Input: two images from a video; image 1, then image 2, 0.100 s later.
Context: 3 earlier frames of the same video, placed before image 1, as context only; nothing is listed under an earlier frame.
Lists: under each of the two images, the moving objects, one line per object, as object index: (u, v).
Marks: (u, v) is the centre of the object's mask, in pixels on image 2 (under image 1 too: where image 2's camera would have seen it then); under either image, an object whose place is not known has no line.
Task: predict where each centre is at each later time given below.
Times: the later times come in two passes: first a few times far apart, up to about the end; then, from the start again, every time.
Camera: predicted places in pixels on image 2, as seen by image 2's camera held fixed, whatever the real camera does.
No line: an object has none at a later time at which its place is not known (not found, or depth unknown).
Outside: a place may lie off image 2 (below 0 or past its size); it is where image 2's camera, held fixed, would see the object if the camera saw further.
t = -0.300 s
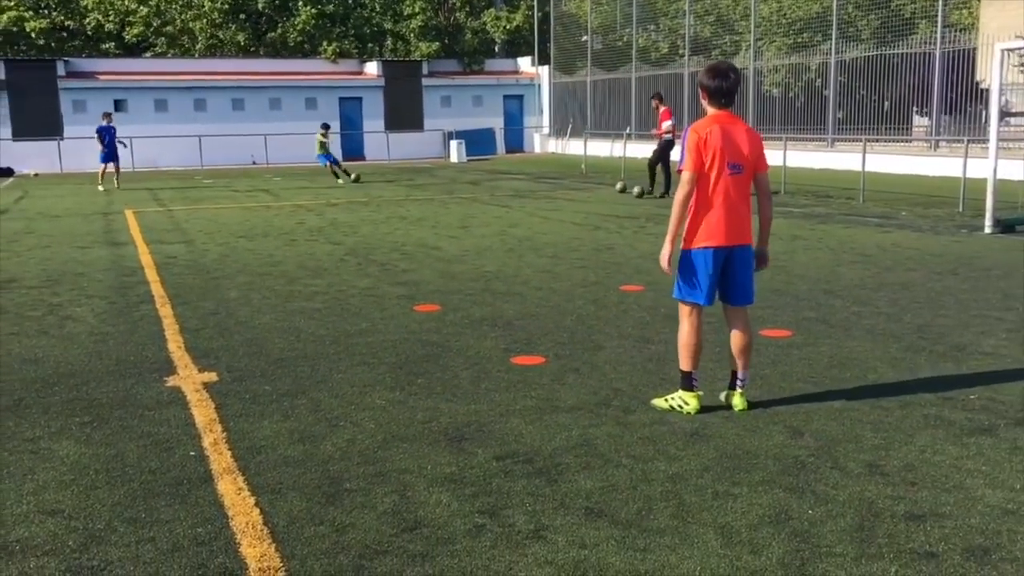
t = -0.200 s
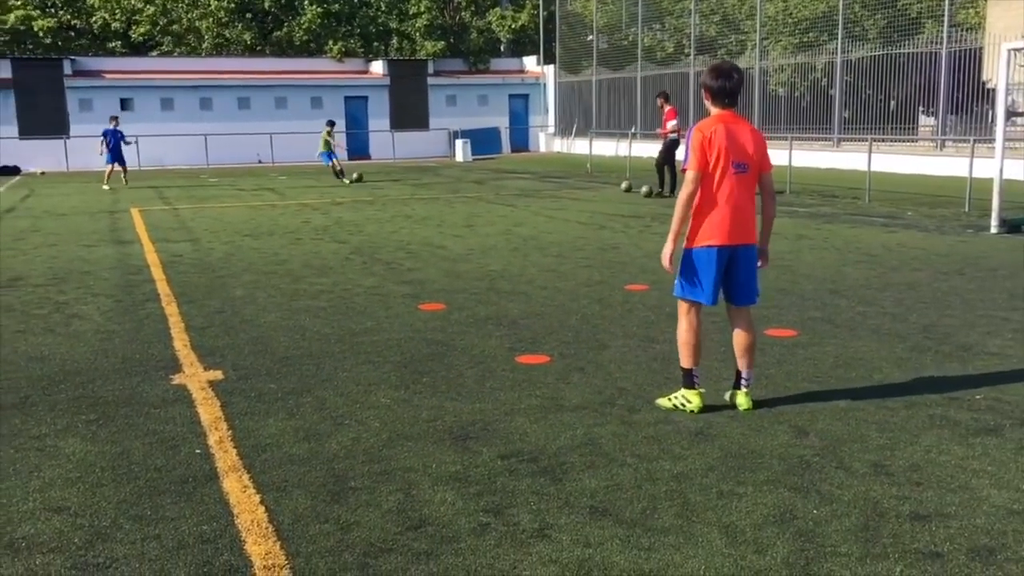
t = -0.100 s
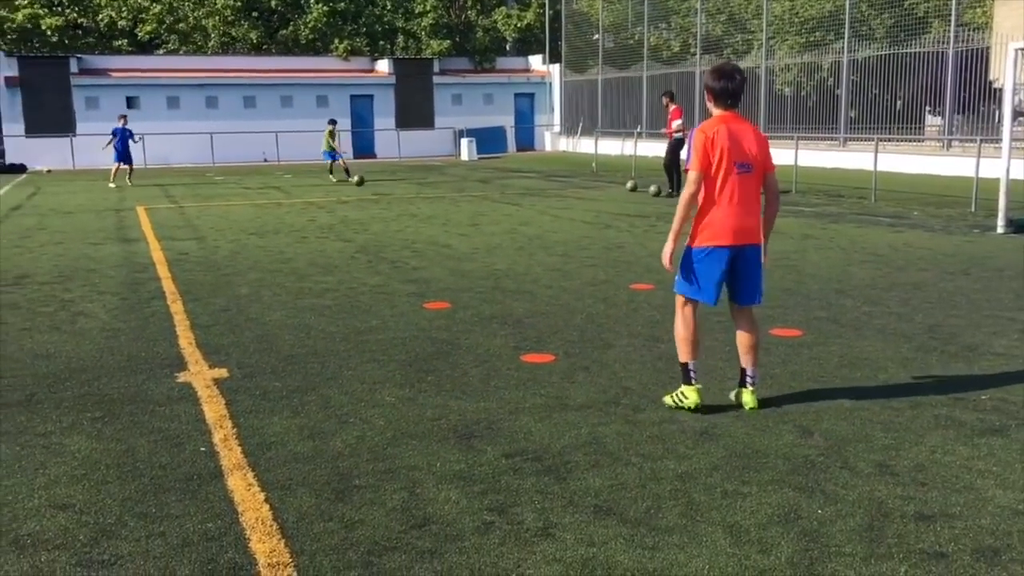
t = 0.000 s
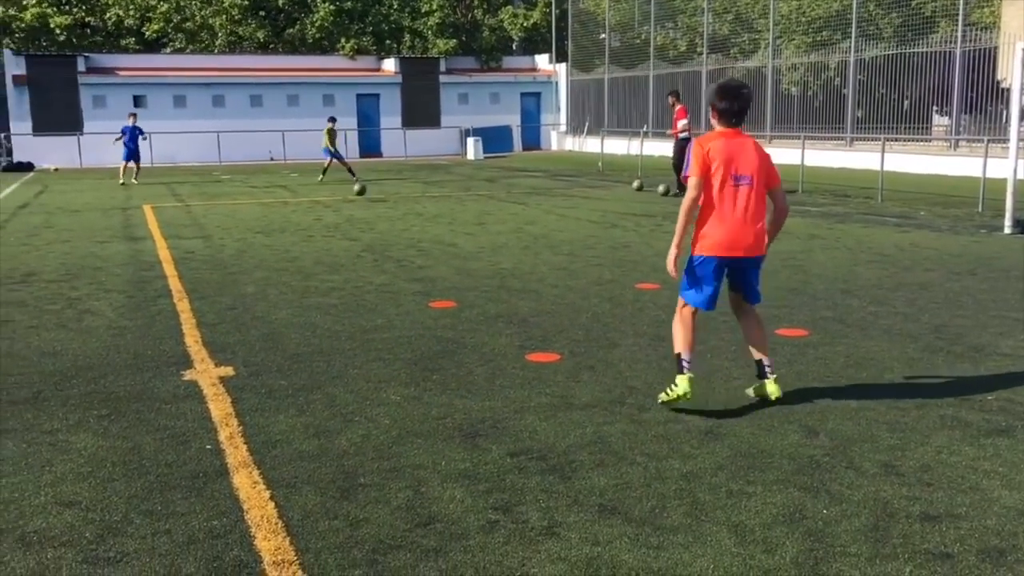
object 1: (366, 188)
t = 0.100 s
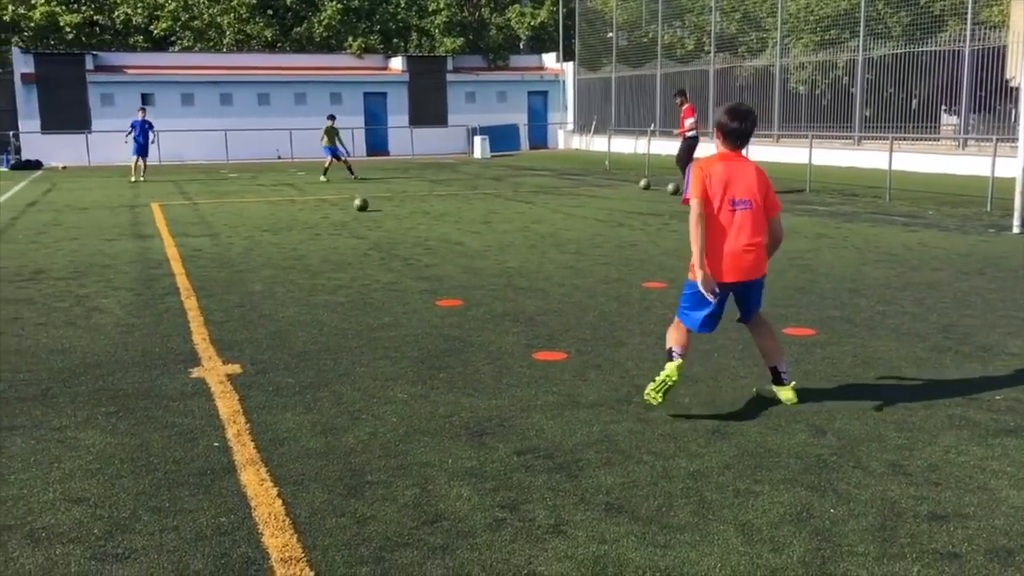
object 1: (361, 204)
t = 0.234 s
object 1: (350, 213)
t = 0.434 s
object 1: (321, 251)
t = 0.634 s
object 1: (269, 309)
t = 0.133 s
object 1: (358, 206)
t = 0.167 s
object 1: (356, 207)
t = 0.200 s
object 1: (353, 209)
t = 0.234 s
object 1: (350, 213)
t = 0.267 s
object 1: (346, 218)
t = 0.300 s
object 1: (342, 225)
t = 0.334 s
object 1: (338, 234)
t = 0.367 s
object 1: (333, 243)
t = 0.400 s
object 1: (327, 247)
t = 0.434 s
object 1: (321, 251)
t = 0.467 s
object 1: (315, 257)
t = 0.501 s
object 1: (308, 265)
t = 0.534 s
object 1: (299, 275)
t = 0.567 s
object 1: (290, 290)
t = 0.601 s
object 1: (280, 300)
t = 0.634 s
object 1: (269, 309)
